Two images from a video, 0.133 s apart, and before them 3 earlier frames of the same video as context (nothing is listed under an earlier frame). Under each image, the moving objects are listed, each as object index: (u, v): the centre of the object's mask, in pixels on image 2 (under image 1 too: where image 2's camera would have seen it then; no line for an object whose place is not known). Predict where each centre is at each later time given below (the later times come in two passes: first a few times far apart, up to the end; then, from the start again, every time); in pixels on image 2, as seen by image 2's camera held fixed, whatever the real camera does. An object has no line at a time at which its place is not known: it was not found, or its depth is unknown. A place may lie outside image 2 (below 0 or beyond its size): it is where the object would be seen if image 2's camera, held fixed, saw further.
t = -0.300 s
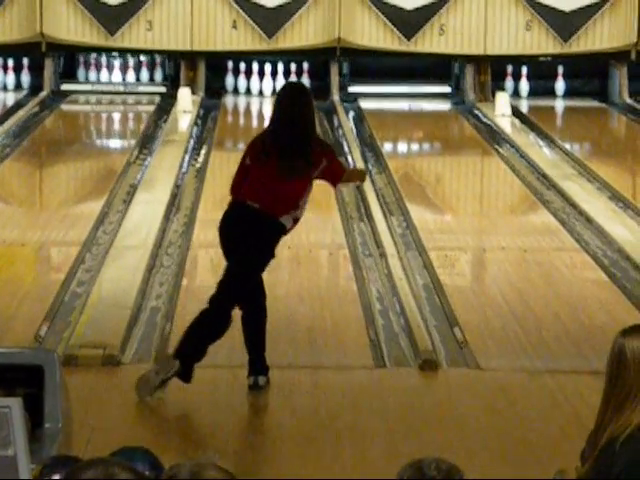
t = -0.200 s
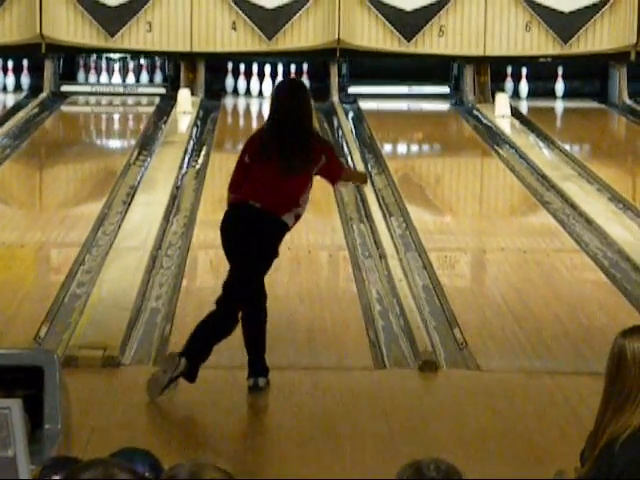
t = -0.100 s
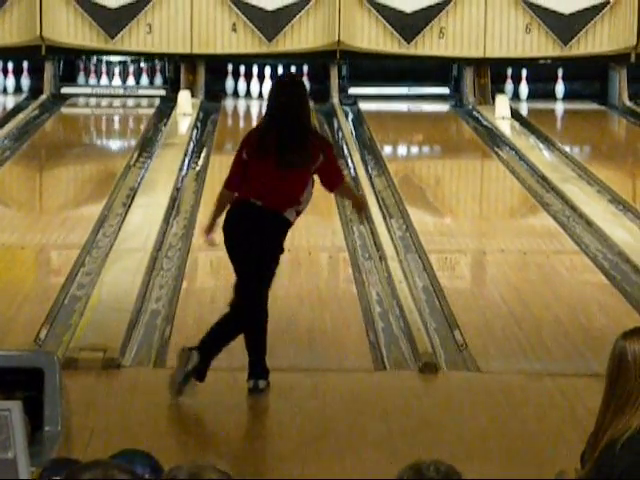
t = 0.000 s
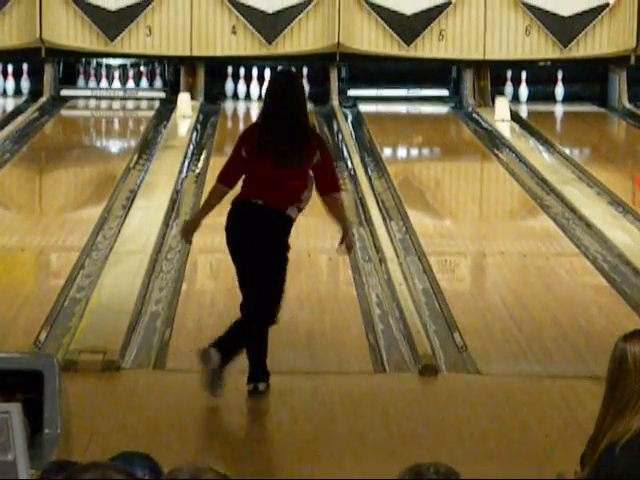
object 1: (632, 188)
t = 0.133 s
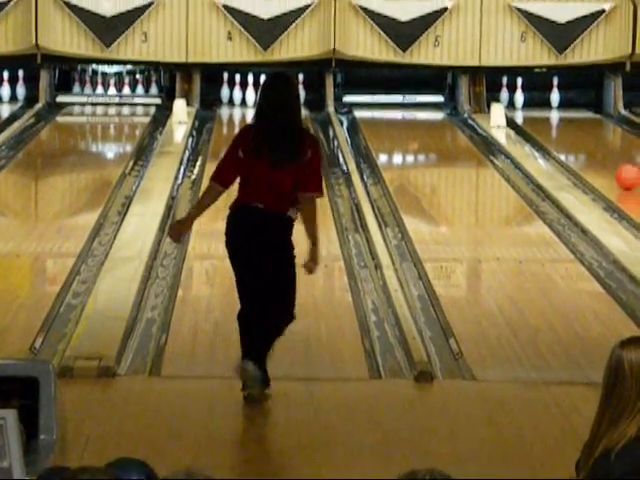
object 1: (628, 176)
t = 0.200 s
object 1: (621, 171)
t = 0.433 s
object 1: (596, 156)
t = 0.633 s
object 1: (577, 143)
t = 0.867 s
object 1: (558, 132)
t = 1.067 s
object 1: (542, 122)
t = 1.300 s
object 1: (528, 112)
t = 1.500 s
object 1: (516, 106)
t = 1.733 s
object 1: (501, 96)
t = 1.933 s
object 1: (488, 103)
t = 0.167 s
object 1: (624, 173)
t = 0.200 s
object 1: (621, 171)
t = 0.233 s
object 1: (618, 170)
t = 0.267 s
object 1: (613, 167)
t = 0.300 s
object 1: (610, 164)
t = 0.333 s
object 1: (606, 162)
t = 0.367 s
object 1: (603, 160)
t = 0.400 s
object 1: (599, 158)
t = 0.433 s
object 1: (596, 156)
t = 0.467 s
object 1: (593, 153)
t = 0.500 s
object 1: (590, 152)
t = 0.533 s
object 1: (587, 150)
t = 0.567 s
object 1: (584, 147)
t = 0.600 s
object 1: (581, 145)
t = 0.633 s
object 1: (577, 143)
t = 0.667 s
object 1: (574, 142)
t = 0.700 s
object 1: (572, 140)
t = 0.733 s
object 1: (569, 138)
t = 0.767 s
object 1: (565, 136)
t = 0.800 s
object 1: (564, 135)
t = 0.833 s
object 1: (561, 134)
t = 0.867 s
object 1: (558, 132)
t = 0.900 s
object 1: (555, 130)
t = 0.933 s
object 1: (552, 129)
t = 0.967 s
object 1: (550, 127)
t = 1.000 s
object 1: (547, 125)
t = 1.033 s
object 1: (545, 125)
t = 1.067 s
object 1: (542, 122)
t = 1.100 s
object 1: (541, 121)
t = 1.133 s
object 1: (539, 120)
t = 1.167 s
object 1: (536, 117)
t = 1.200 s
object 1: (535, 116)
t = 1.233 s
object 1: (533, 116)
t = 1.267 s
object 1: (530, 114)
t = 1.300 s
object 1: (528, 112)
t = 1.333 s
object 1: (527, 112)
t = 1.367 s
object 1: (523, 109)
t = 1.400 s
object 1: (522, 109)
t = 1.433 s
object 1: (520, 108)
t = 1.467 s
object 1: (518, 107)
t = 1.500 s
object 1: (516, 106)
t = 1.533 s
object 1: (513, 104)
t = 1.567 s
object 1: (511, 102)
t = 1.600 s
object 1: (511, 102)
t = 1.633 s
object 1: (510, 102)
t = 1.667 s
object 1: (507, 99)
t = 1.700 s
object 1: (505, 98)
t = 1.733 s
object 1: (501, 96)
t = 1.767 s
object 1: (498, 96)
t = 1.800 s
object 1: (496, 96)
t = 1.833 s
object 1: (495, 96)
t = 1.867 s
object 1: (491, 98)
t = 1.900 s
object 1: (490, 100)
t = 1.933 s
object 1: (488, 103)
